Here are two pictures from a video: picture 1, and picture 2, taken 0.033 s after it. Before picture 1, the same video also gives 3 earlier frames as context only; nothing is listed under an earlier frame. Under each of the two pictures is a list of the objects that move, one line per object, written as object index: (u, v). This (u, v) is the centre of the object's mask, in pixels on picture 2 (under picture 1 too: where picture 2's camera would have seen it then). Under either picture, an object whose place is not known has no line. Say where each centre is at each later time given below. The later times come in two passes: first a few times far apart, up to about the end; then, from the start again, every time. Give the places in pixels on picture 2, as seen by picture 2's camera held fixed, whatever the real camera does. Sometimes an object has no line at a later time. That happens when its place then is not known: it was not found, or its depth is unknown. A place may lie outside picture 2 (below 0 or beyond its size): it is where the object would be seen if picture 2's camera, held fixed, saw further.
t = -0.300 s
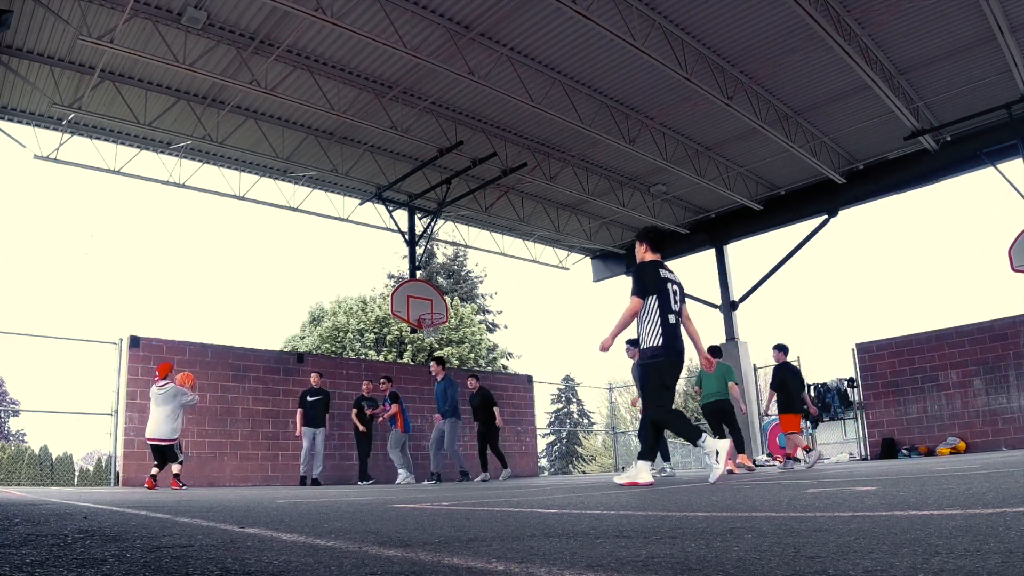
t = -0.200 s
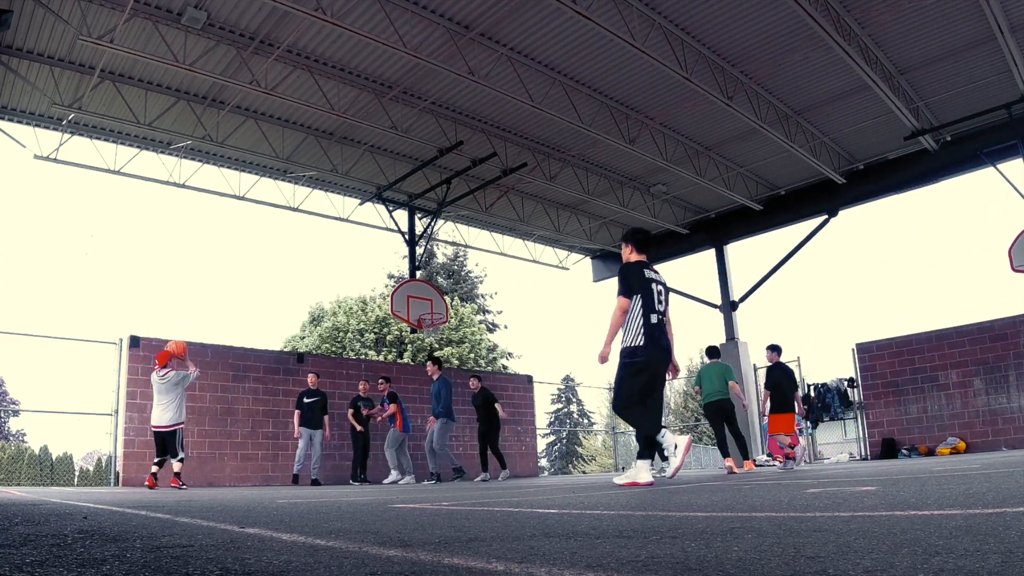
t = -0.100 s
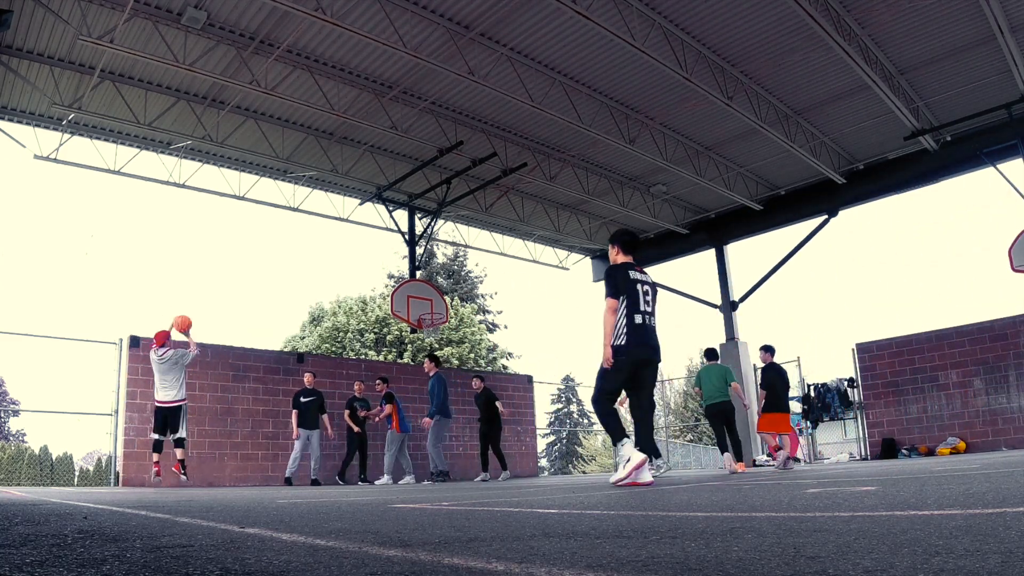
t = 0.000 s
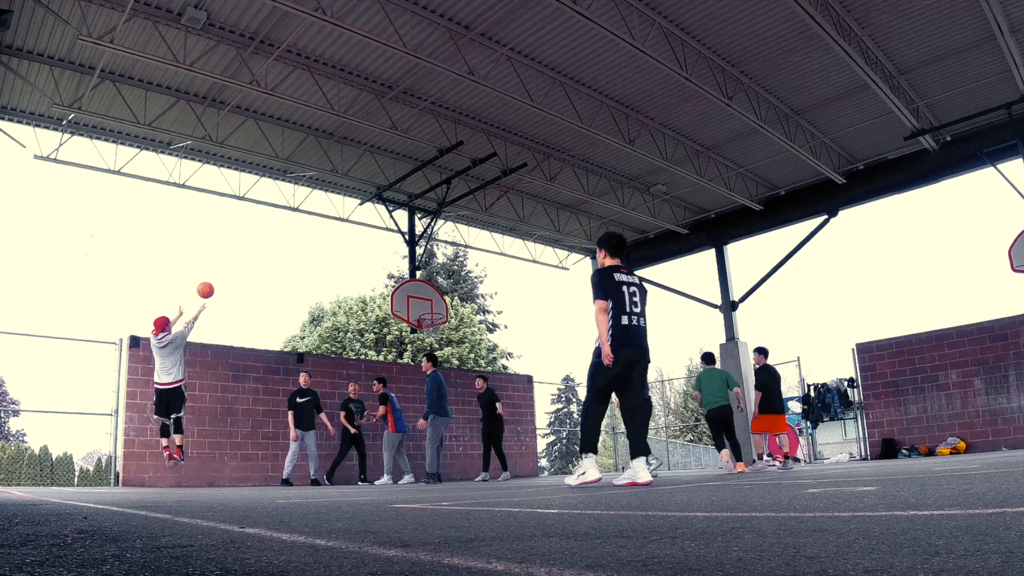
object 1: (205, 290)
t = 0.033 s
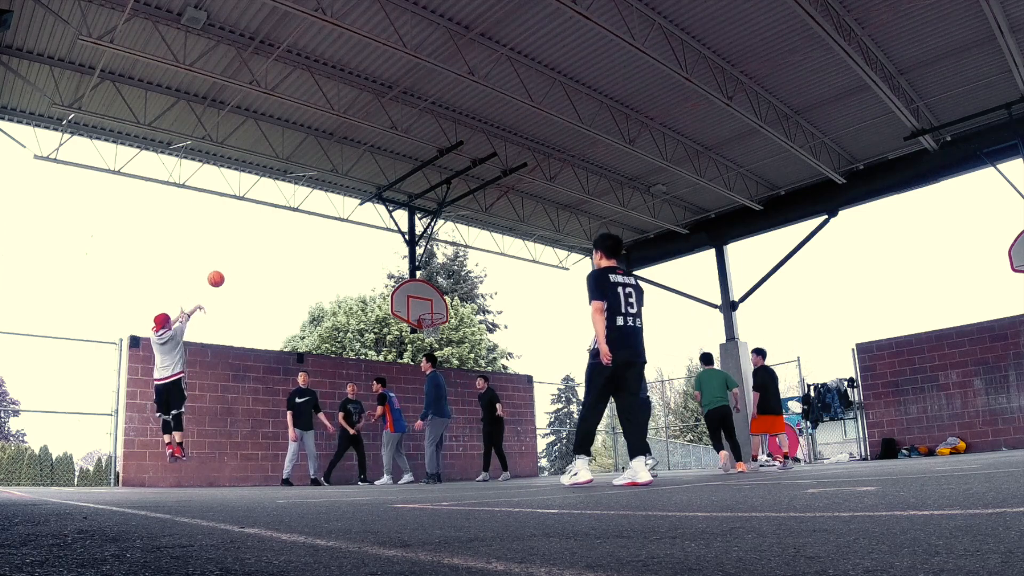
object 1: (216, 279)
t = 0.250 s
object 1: (276, 231)
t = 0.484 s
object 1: (328, 219)
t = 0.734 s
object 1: (375, 240)
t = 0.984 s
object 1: (417, 290)
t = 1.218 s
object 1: (433, 319)
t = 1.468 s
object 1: (423, 327)
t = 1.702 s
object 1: (428, 348)
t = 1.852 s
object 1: (432, 377)
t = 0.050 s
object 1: (221, 273)
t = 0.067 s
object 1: (226, 268)
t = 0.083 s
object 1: (231, 264)
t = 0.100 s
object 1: (236, 260)
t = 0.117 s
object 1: (240, 255)
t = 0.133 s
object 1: (245, 252)
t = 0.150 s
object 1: (250, 248)
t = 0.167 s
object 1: (254, 245)
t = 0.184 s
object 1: (258, 241)
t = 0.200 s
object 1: (263, 239)
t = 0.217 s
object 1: (267, 236)
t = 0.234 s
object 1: (271, 233)
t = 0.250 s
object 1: (276, 231)
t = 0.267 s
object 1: (280, 229)
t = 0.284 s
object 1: (284, 227)
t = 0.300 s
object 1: (288, 225)
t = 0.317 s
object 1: (292, 224)
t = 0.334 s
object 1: (295, 223)
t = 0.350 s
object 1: (299, 221)
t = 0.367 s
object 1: (303, 220)
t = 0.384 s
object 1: (307, 220)
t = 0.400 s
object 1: (310, 219)
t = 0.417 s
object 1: (314, 219)
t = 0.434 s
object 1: (318, 219)
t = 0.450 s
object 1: (321, 219)
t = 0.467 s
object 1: (324, 219)
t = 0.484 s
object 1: (328, 219)
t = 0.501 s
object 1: (332, 219)
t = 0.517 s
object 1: (335, 220)
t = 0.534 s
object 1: (338, 221)
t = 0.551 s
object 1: (342, 222)
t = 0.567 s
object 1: (345, 223)
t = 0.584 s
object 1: (348, 224)
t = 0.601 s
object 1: (351, 225)
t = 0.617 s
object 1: (354, 227)
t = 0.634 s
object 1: (358, 228)
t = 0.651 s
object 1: (361, 229)
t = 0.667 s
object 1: (364, 232)
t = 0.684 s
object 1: (367, 233)
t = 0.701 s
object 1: (369, 236)
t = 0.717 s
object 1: (372, 238)
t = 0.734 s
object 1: (375, 240)
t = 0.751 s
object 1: (378, 243)
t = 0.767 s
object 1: (381, 245)
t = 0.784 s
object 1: (384, 248)
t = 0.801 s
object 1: (387, 251)
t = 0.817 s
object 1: (390, 254)
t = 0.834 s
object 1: (393, 257)
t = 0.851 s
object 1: (395, 260)
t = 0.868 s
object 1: (398, 264)
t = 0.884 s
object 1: (401, 267)
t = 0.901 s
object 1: (403, 271)
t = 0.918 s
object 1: (406, 275)
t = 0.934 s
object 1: (409, 278)
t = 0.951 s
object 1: (412, 283)
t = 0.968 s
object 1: (415, 286)
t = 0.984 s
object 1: (417, 290)
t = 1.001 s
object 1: (420, 295)
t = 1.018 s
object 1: (422, 299)
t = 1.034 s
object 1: (425, 303)
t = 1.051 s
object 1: (428, 307)
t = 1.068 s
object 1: (429, 310)
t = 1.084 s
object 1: (431, 311)
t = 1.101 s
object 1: (433, 313)
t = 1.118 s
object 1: (434, 314)
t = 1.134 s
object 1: (435, 316)
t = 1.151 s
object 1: (435, 316)
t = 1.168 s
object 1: (434, 316)
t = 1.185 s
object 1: (433, 316)
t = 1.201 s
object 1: (433, 317)
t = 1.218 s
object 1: (433, 319)
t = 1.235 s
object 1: (432, 319)
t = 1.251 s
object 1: (429, 321)
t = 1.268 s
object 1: (424, 323)
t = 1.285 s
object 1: (424, 323)
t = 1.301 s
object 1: (424, 323)
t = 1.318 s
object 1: (423, 323)
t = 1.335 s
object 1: (423, 323)
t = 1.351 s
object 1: (423, 323)
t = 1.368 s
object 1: (422, 324)
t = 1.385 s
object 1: (422, 324)
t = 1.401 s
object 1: (422, 324)
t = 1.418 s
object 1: (422, 325)
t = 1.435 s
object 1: (423, 326)
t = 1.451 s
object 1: (423, 326)
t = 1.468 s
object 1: (423, 327)
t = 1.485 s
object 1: (423, 327)
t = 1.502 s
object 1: (424, 328)
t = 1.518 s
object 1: (424, 328)
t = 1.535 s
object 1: (425, 329)
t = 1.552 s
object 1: (425, 330)
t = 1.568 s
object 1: (425, 332)
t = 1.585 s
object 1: (425, 332)
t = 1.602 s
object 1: (426, 334)
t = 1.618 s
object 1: (426, 336)
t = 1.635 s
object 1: (427, 338)
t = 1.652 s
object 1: (427, 340)
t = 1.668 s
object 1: (427, 342)
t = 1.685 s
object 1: (428, 344)
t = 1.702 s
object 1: (428, 348)
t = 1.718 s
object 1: (428, 350)
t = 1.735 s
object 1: (429, 352)
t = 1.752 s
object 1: (428, 356)
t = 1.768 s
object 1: (430, 359)
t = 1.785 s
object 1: (430, 362)
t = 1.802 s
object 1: (430, 365)
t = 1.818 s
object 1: (430, 369)
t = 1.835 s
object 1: (431, 372)
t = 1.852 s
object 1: (432, 377)
